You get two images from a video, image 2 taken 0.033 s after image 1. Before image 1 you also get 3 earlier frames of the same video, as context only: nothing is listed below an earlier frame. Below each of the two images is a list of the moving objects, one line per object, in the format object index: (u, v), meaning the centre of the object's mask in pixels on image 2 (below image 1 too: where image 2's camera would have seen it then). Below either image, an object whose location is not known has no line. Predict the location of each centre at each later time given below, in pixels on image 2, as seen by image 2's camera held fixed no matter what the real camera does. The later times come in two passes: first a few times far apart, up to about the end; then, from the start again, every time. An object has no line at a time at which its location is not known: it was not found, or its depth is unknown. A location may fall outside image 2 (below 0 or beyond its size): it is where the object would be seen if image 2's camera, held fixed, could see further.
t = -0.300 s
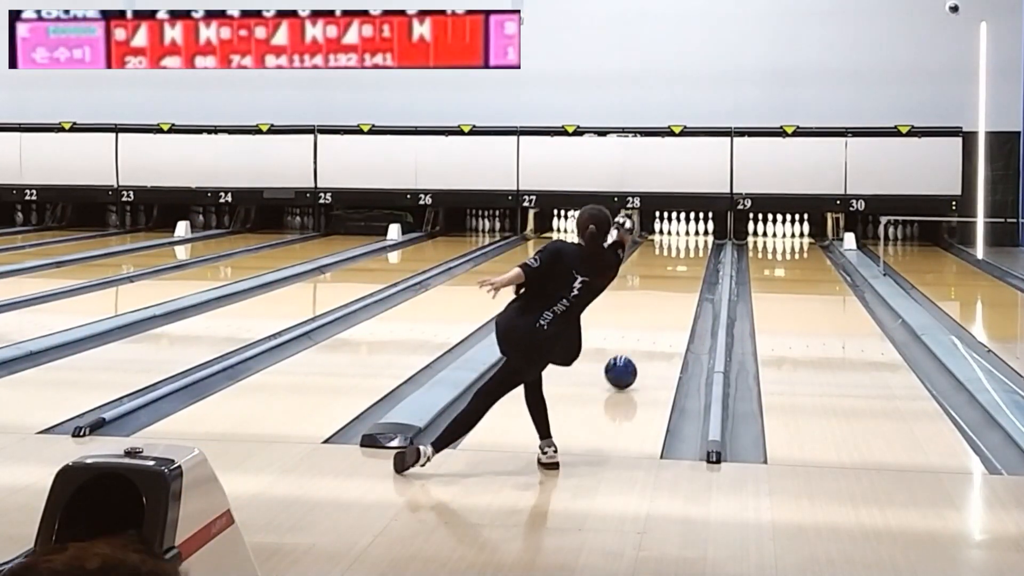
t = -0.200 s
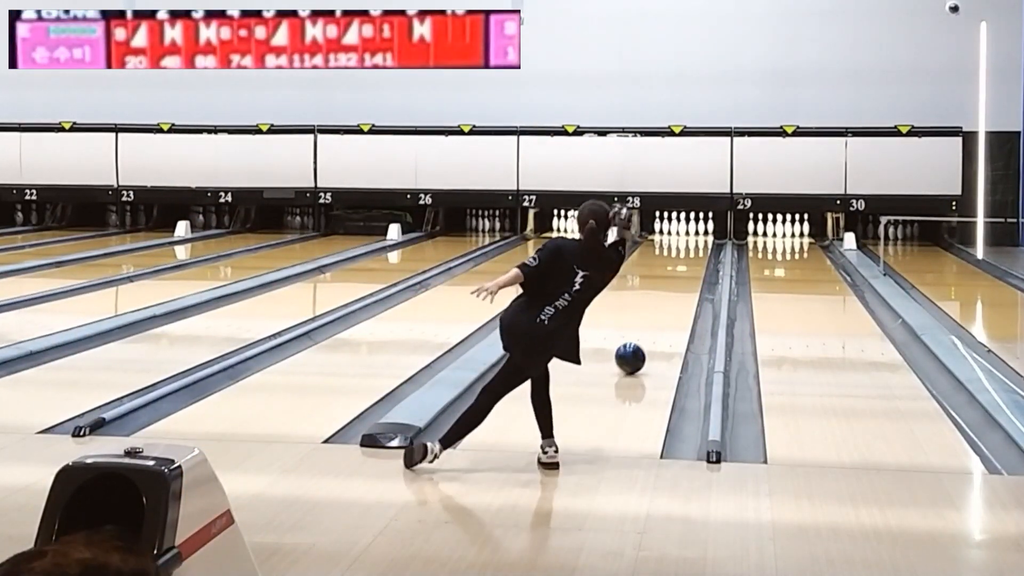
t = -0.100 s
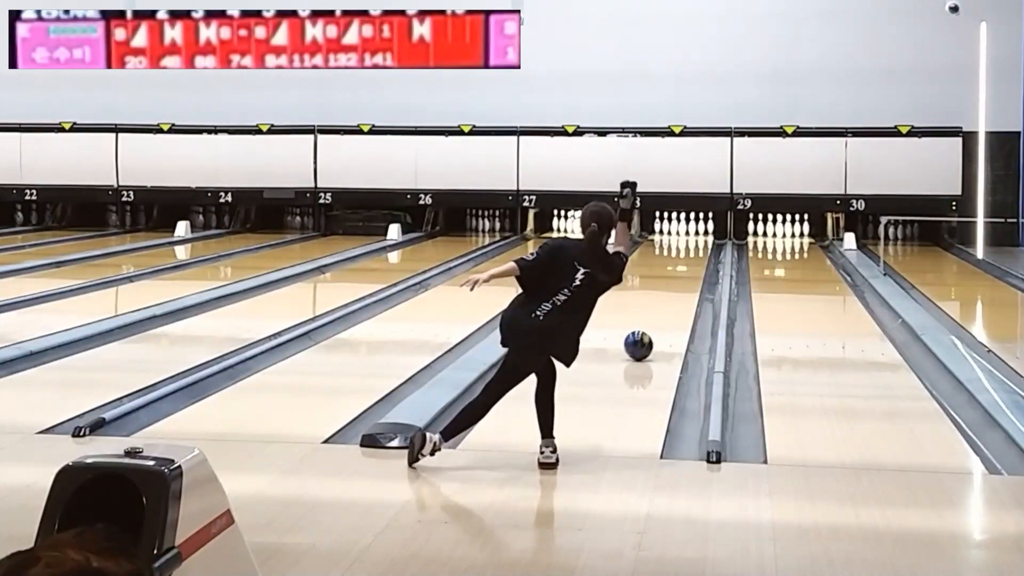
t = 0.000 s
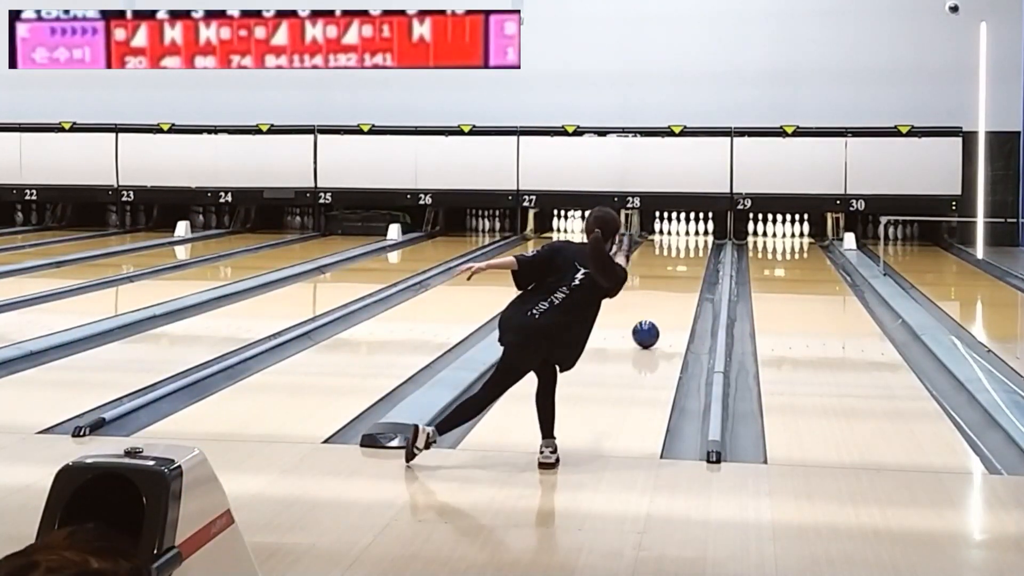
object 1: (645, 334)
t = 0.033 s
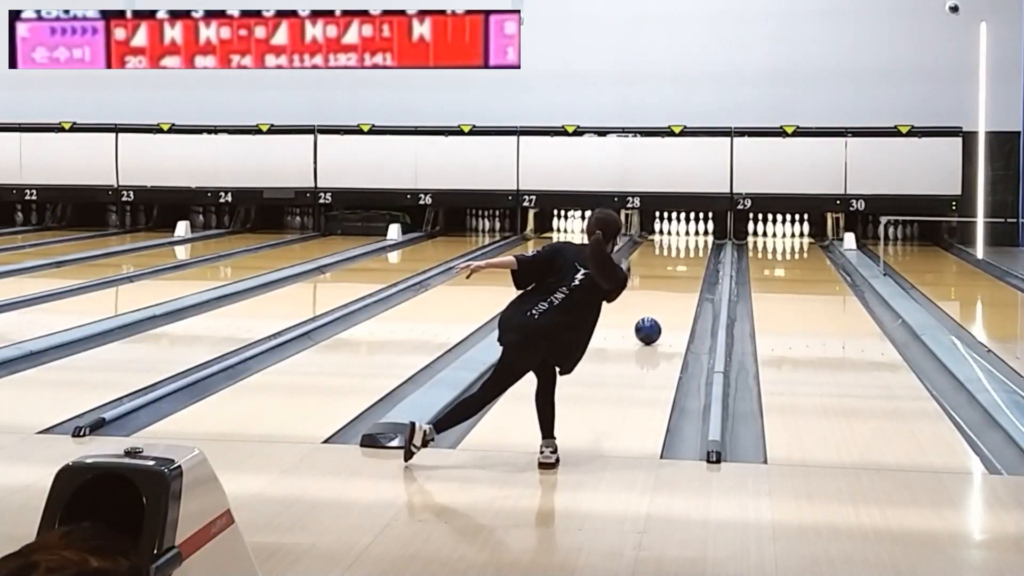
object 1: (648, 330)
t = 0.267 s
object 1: (661, 310)
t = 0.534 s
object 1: (672, 290)
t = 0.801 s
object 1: (680, 275)
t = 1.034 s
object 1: (686, 265)
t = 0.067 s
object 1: (650, 327)
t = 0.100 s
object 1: (652, 324)
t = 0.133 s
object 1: (654, 321)
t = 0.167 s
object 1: (655, 318)
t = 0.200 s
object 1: (657, 315)
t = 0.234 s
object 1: (659, 312)
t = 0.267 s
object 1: (661, 310)
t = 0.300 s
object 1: (662, 307)
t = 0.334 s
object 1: (664, 304)
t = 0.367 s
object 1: (666, 302)
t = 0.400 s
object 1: (667, 299)
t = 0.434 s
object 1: (668, 297)
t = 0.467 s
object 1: (669, 294)
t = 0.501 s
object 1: (671, 292)
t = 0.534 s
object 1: (672, 290)
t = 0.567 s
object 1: (673, 288)
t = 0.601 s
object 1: (674, 286)
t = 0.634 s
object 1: (675, 284)
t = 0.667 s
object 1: (676, 282)
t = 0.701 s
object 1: (677, 280)
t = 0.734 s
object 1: (678, 278)
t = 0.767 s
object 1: (679, 277)
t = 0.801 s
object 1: (680, 275)
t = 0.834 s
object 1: (681, 274)
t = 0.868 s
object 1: (682, 272)
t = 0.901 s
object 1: (683, 271)
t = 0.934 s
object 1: (683, 269)
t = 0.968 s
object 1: (684, 267)
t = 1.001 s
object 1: (685, 266)
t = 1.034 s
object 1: (686, 265)
